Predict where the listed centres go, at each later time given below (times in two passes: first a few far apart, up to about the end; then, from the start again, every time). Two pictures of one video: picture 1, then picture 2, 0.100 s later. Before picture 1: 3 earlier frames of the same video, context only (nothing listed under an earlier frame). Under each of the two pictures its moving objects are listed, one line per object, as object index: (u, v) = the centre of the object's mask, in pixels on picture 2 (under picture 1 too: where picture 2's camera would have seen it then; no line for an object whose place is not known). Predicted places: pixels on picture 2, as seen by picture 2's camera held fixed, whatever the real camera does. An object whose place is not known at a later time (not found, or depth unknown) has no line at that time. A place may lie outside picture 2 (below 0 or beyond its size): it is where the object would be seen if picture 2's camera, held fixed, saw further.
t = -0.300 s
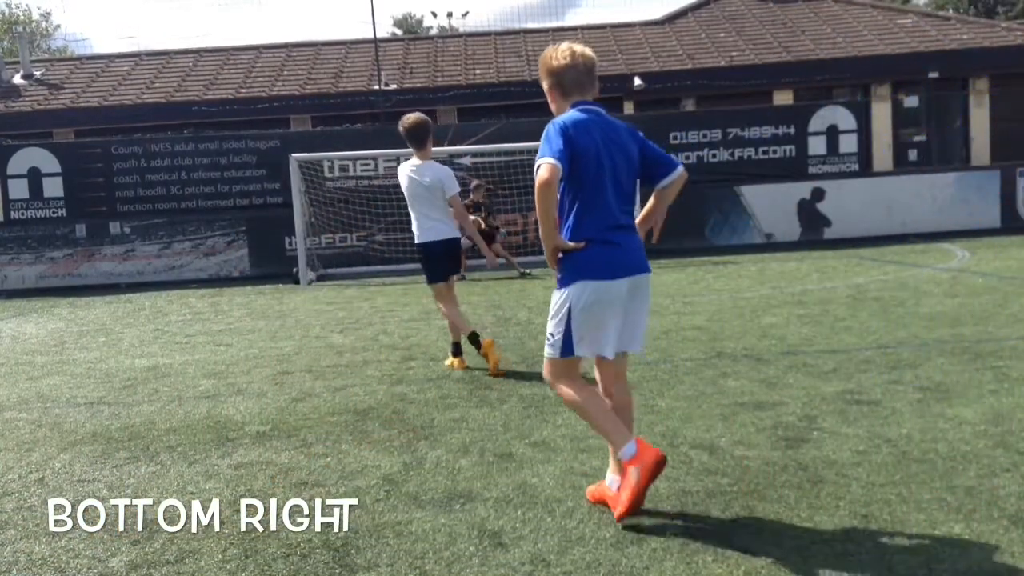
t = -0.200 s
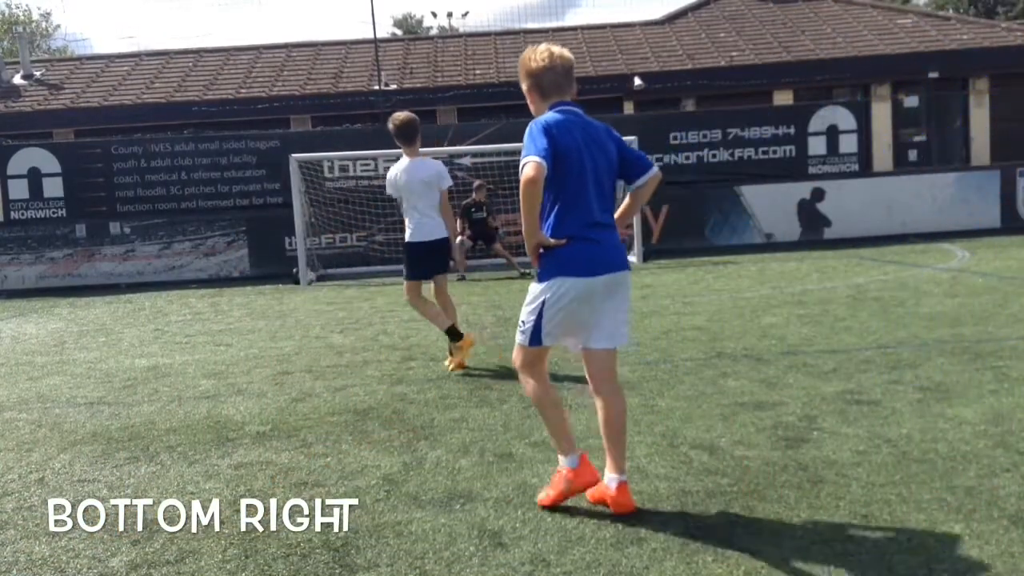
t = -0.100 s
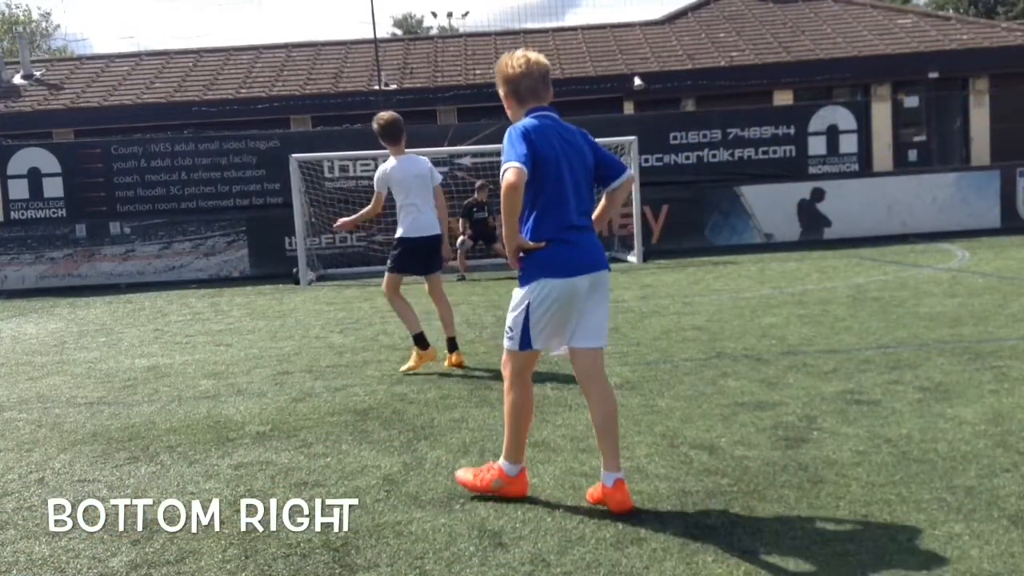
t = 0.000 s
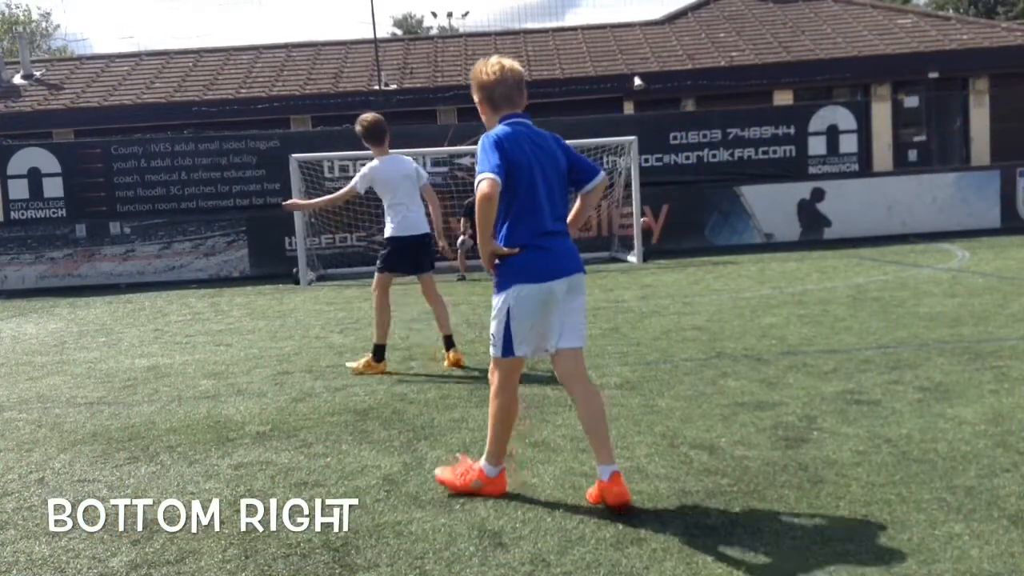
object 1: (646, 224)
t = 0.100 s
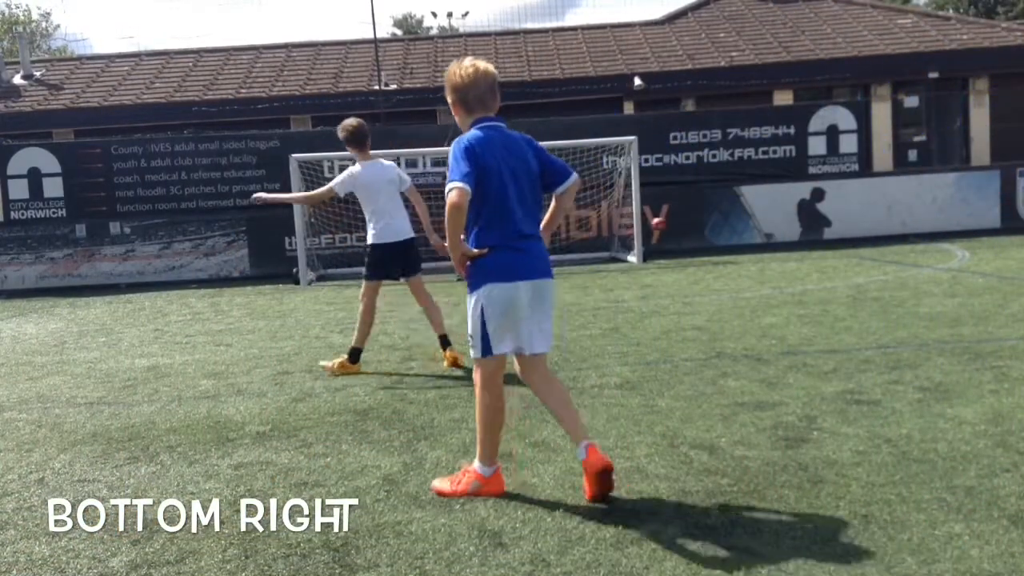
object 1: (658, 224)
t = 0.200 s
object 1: (673, 230)
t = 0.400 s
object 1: (706, 260)
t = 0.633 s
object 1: (722, 242)
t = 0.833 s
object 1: (740, 257)
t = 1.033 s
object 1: (759, 257)
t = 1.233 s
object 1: (782, 265)
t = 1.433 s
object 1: (803, 269)
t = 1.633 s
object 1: (828, 271)
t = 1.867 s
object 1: (858, 272)
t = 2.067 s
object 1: (885, 275)
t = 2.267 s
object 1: (913, 276)
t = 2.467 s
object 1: (942, 278)
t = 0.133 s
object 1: (663, 224)
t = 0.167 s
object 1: (668, 226)
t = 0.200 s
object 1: (673, 230)
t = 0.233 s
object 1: (678, 233)
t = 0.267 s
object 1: (684, 237)
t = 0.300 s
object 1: (689, 243)
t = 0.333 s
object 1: (695, 249)
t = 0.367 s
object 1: (702, 258)
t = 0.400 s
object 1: (706, 260)
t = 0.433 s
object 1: (708, 255)
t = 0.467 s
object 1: (710, 251)
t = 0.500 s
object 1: (713, 248)
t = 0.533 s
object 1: (715, 245)
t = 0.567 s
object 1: (718, 244)
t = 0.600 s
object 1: (719, 243)
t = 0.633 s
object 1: (722, 242)
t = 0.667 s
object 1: (724, 242)
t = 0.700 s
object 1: (727, 243)
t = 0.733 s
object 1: (731, 246)
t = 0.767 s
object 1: (734, 249)
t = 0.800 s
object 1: (737, 253)
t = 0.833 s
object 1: (740, 257)
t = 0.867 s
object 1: (742, 263)
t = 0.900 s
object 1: (745, 263)
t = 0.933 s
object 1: (749, 260)
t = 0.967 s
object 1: (753, 258)
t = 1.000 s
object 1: (756, 257)
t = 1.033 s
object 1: (759, 257)
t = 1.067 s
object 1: (763, 257)
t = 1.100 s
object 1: (767, 259)
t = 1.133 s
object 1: (770, 261)
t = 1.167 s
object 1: (775, 265)
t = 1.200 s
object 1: (779, 267)
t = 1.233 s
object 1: (782, 265)
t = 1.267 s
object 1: (785, 264)
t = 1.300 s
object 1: (789, 263)
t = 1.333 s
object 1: (792, 264)
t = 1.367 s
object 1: (796, 265)
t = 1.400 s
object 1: (799, 268)
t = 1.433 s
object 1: (803, 269)
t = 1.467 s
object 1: (808, 268)
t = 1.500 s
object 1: (811, 268)
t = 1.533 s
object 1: (816, 270)
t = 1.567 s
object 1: (820, 270)
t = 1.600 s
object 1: (824, 270)
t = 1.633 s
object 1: (828, 271)
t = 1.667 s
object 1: (832, 271)
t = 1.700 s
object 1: (837, 271)
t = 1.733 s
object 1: (841, 271)
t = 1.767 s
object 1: (845, 272)
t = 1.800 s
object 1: (850, 272)
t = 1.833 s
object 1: (854, 272)
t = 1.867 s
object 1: (858, 272)
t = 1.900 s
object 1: (863, 273)
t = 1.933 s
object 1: (867, 273)
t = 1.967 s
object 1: (872, 274)
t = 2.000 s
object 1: (877, 274)
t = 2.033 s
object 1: (881, 274)
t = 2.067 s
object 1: (885, 275)
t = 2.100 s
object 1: (890, 275)
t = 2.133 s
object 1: (895, 275)
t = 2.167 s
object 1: (899, 276)
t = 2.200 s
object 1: (905, 276)
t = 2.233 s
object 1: (909, 276)
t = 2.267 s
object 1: (913, 276)
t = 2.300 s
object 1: (919, 277)
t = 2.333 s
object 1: (923, 277)
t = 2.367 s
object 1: (928, 277)
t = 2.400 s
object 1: (933, 278)
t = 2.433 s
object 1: (937, 278)
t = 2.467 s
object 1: (942, 278)
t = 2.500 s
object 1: (947, 278)
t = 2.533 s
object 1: (951, 279)
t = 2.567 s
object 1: (956, 279)
